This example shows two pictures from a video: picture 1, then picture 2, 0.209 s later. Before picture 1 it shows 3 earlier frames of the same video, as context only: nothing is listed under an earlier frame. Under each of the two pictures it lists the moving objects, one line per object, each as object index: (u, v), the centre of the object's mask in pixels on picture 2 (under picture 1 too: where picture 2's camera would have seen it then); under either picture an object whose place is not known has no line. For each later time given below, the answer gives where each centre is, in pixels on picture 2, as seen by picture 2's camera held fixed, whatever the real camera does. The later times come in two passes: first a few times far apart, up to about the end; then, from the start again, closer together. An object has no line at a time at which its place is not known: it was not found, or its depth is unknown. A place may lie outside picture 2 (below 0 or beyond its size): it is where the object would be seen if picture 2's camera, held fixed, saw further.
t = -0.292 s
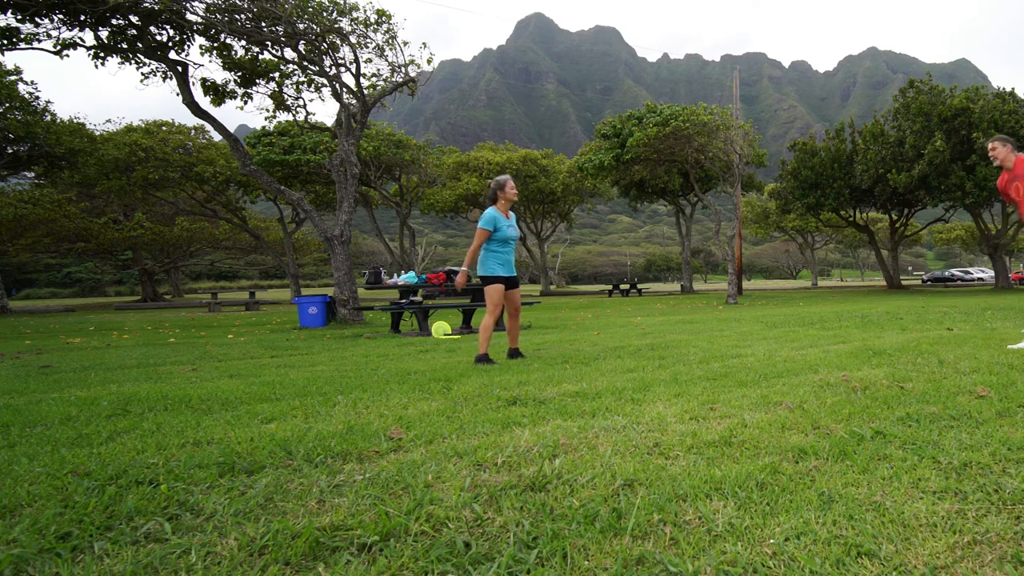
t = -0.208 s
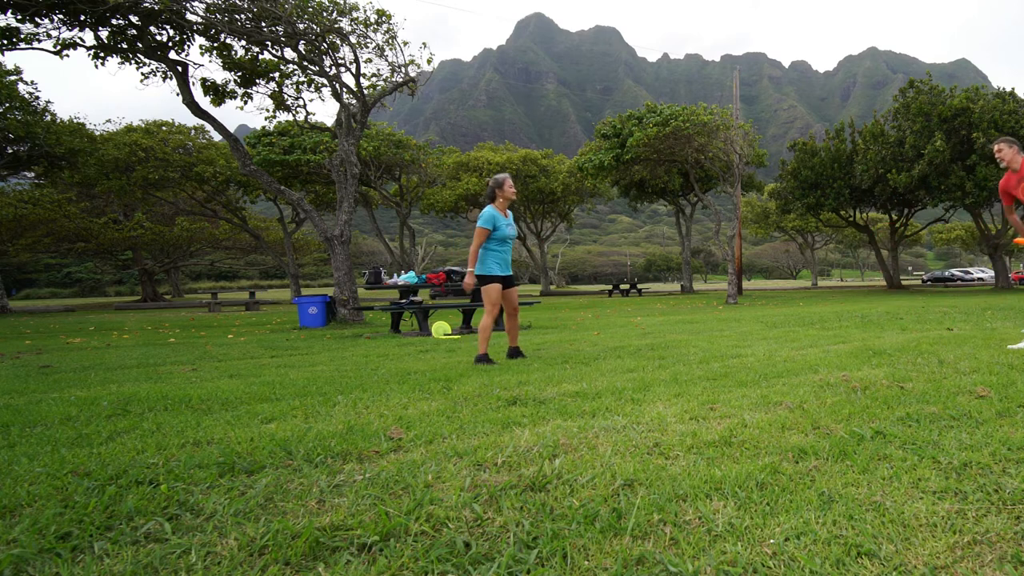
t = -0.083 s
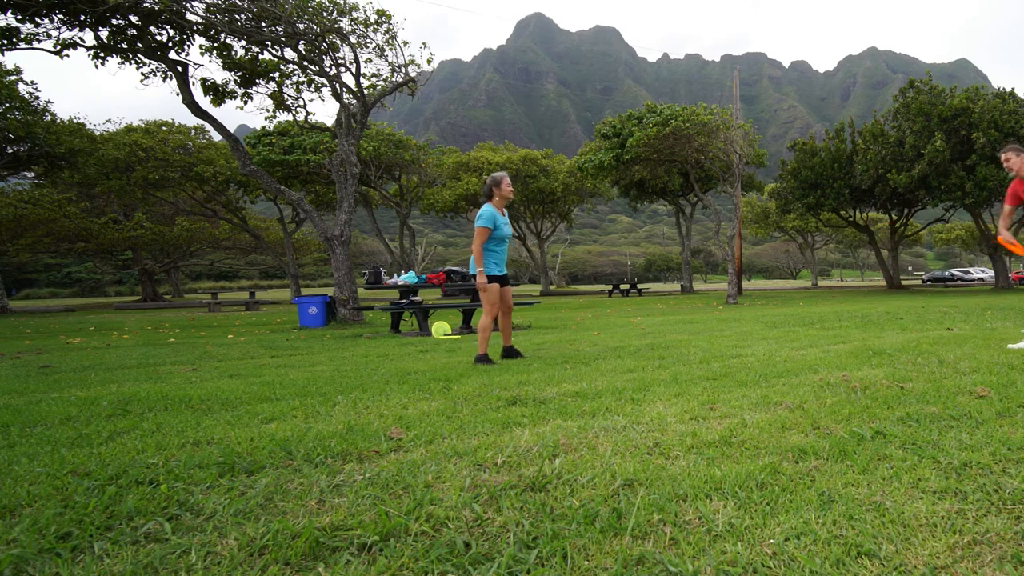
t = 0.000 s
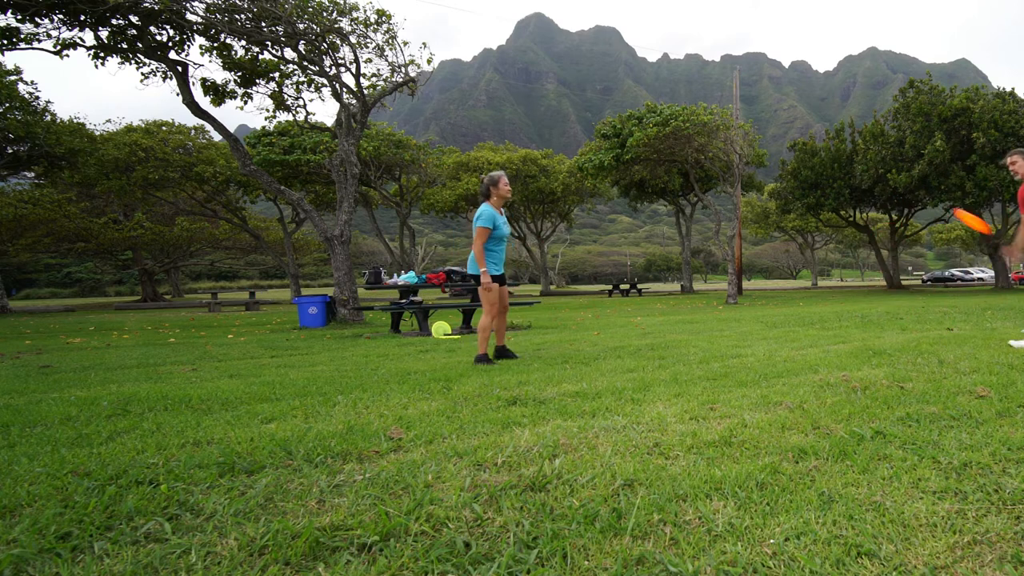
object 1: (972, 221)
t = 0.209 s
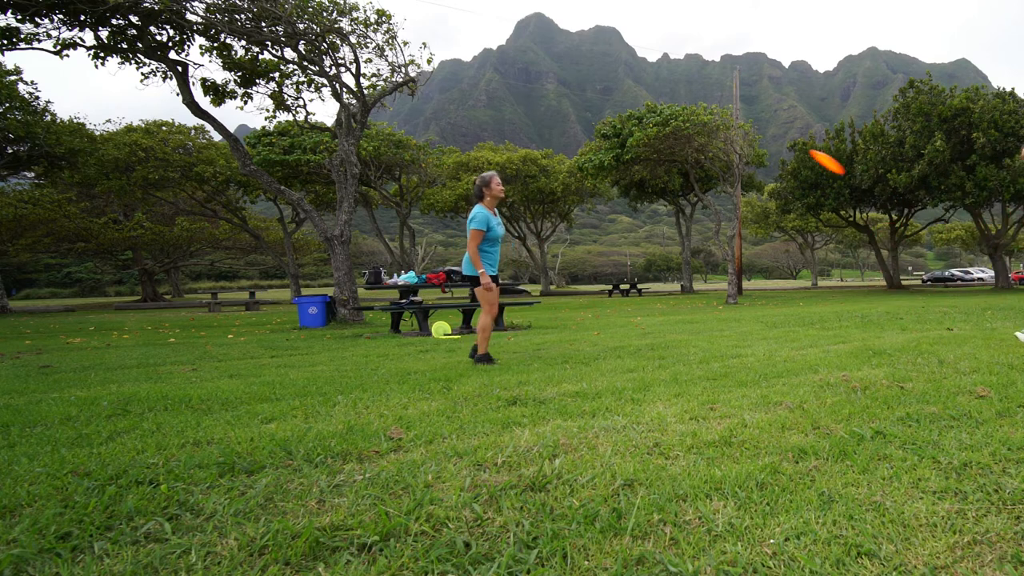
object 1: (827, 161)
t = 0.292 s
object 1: (777, 145)
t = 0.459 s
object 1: (685, 126)
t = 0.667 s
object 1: (590, 127)
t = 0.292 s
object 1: (777, 145)
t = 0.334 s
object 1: (752, 139)
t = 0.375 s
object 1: (729, 133)
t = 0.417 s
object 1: (707, 130)
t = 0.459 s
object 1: (685, 126)
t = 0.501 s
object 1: (665, 124)
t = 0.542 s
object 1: (645, 123)
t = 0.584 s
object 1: (626, 123)
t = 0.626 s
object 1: (607, 124)
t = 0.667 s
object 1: (590, 127)
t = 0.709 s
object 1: (573, 130)
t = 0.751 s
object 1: (557, 135)
